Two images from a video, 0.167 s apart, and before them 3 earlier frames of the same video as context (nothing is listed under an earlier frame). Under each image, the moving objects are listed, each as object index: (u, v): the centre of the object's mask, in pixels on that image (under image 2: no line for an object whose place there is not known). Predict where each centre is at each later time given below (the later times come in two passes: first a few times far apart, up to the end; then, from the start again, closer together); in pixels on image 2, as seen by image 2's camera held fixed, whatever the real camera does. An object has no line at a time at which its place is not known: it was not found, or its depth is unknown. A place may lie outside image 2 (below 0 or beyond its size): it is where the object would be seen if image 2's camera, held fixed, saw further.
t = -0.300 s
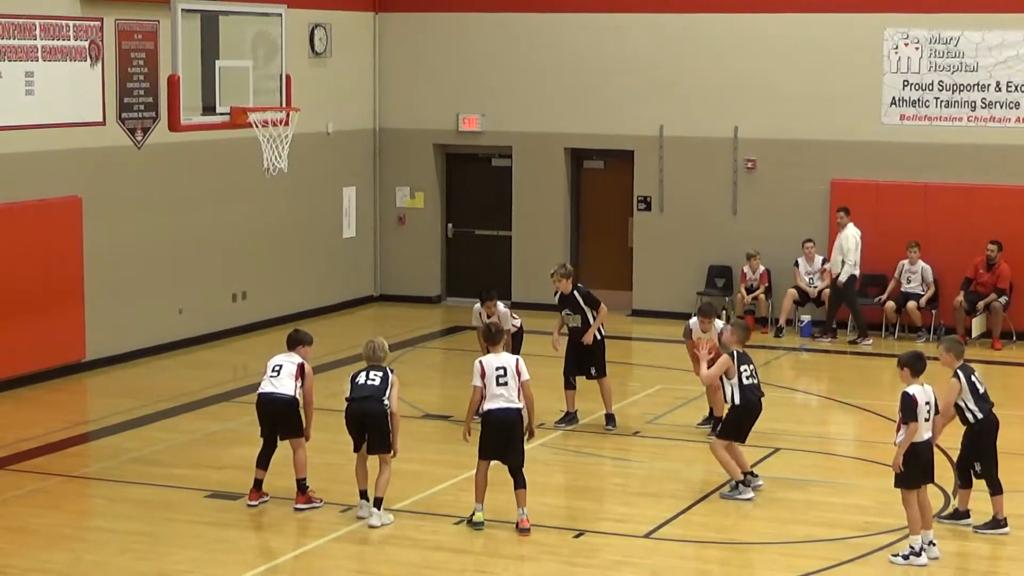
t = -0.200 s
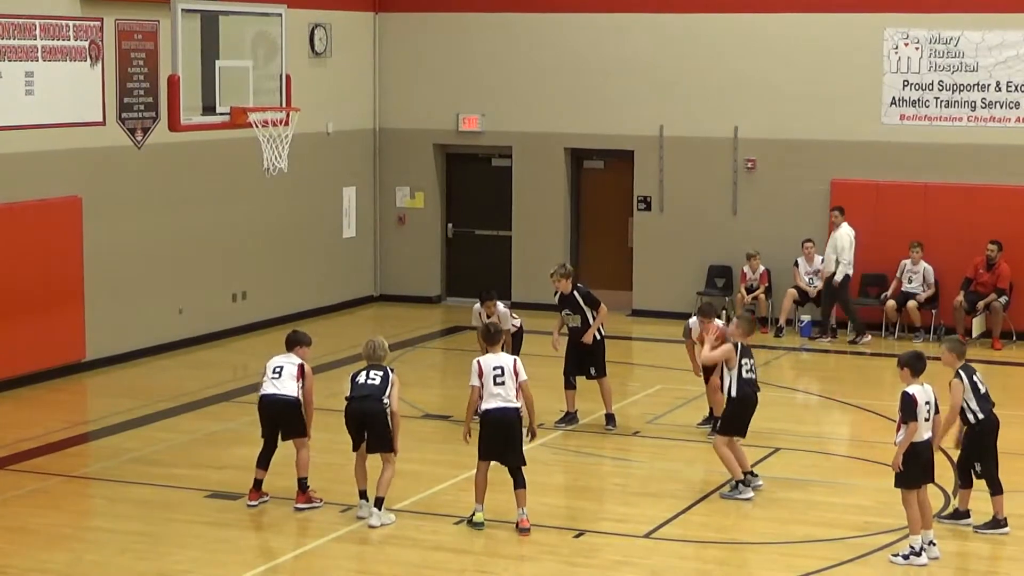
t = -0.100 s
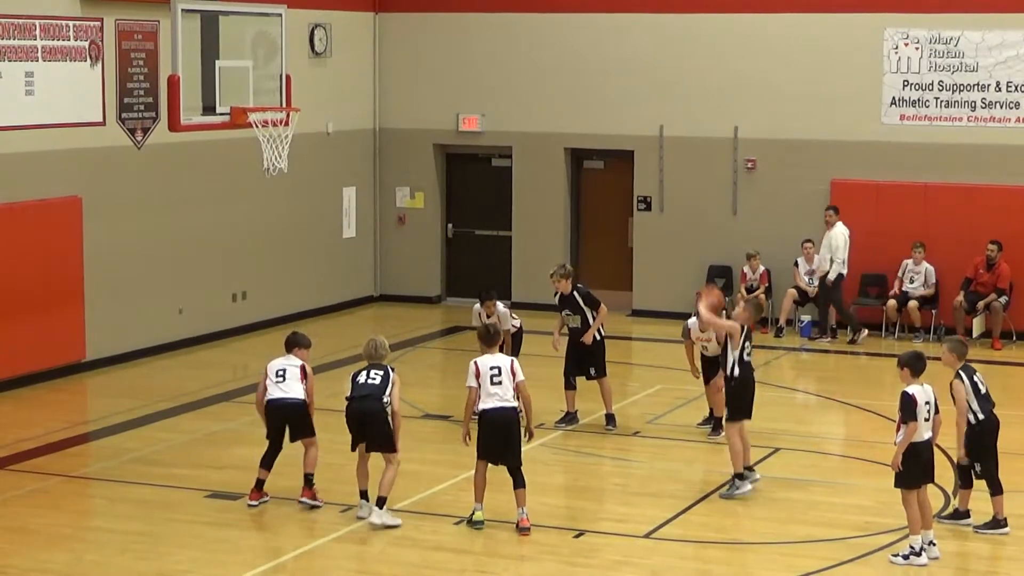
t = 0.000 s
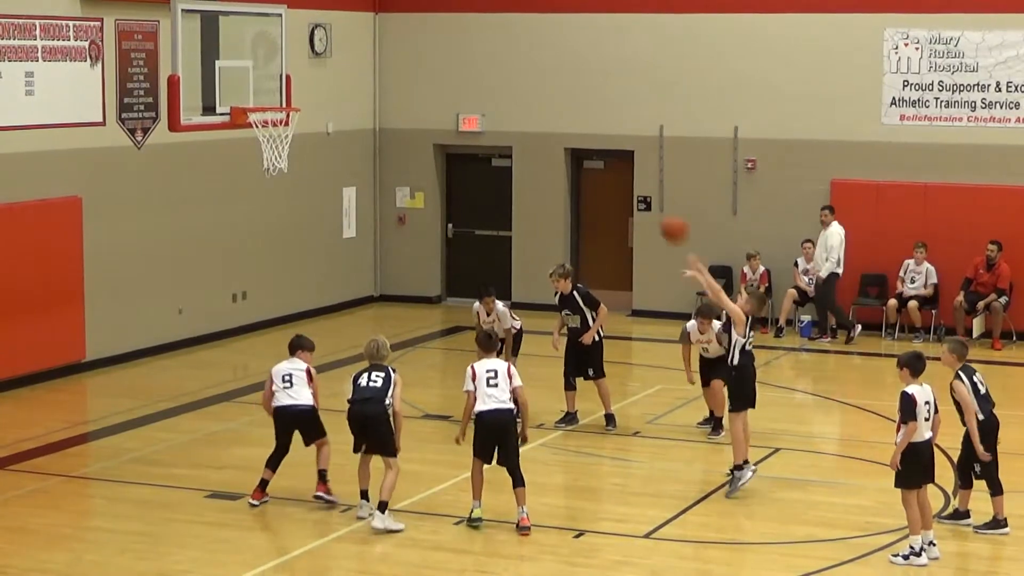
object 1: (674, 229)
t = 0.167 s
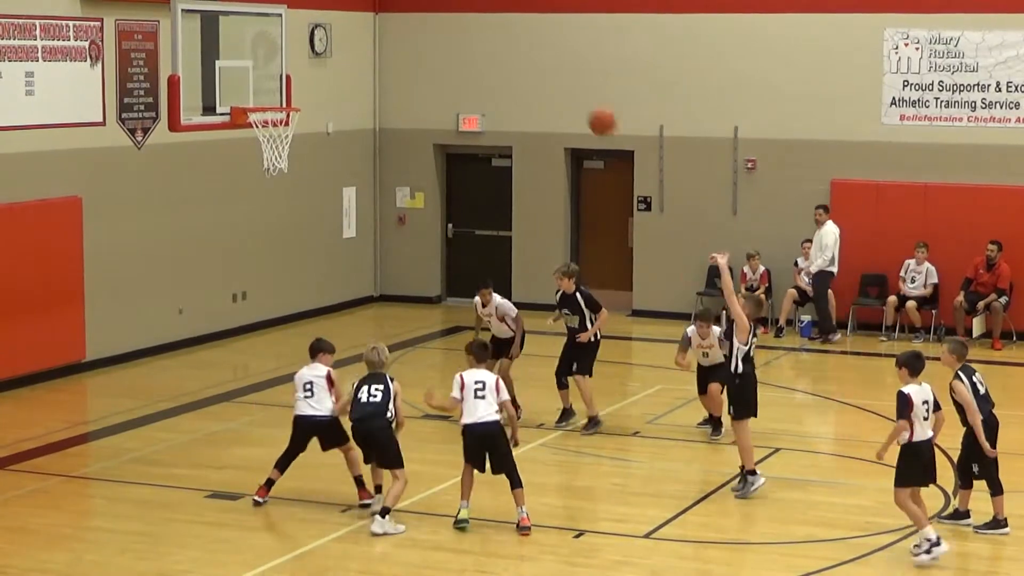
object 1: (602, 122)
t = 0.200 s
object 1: (588, 105)
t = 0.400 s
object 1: (505, 30)
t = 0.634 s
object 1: (415, 8)
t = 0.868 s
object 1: (328, 40)
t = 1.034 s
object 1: (270, 95)
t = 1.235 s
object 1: (277, 47)
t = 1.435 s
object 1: (308, 45)
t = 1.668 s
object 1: (344, 97)
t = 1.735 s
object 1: (355, 123)
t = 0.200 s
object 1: (588, 105)
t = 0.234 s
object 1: (574, 89)
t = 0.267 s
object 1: (560, 74)
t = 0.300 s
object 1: (546, 61)
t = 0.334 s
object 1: (532, 50)
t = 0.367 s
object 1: (519, 39)
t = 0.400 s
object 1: (505, 30)
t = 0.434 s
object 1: (492, 22)
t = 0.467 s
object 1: (478, 15)
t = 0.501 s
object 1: (465, 11)
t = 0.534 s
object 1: (452, 9)
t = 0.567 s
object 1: (440, 8)
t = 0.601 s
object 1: (427, 7)
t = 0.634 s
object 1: (415, 8)
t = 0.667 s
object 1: (401, 8)
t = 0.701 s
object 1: (388, 9)
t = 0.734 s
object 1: (376, 11)
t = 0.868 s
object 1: (328, 40)
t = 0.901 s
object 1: (315, 49)
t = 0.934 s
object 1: (303, 60)
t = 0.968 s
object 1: (292, 72)
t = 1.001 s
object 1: (279, 85)
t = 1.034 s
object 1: (270, 95)
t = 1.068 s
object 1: (266, 84)
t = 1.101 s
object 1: (262, 74)
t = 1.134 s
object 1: (261, 65)
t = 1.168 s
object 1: (267, 58)
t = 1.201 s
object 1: (272, 52)
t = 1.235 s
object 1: (277, 47)
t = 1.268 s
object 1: (282, 44)
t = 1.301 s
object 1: (288, 41)
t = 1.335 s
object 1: (293, 41)
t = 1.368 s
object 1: (297, 41)
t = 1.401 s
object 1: (302, 42)
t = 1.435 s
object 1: (308, 45)
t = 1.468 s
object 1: (313, 48)
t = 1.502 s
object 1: (318, 54)
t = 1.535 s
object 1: (324, 60)
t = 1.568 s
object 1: (329, 67)
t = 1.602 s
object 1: (334, 76)
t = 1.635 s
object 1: (339, 85)
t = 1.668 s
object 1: (344, 97)
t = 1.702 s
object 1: (349, 109)
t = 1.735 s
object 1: (355, 123)
